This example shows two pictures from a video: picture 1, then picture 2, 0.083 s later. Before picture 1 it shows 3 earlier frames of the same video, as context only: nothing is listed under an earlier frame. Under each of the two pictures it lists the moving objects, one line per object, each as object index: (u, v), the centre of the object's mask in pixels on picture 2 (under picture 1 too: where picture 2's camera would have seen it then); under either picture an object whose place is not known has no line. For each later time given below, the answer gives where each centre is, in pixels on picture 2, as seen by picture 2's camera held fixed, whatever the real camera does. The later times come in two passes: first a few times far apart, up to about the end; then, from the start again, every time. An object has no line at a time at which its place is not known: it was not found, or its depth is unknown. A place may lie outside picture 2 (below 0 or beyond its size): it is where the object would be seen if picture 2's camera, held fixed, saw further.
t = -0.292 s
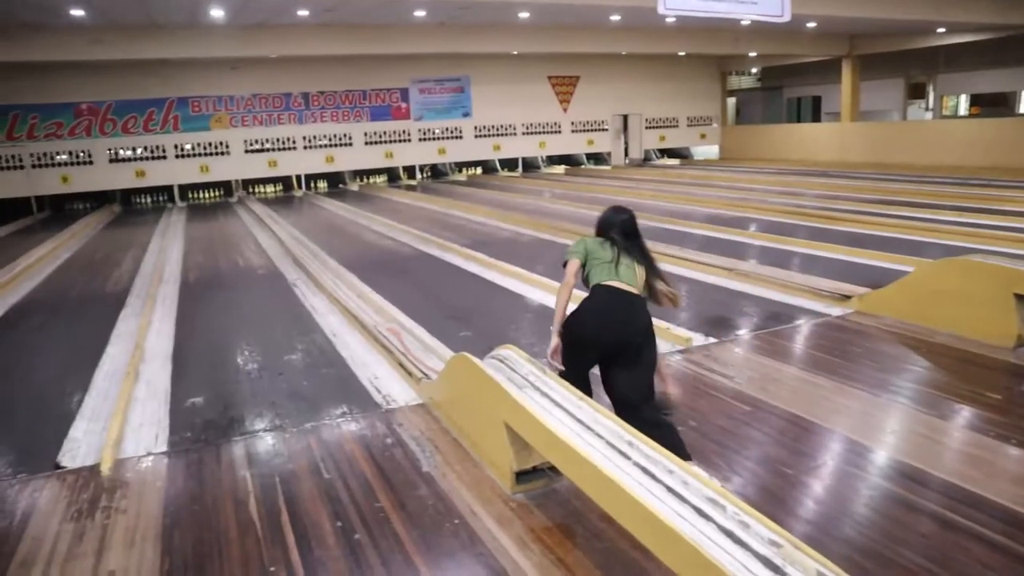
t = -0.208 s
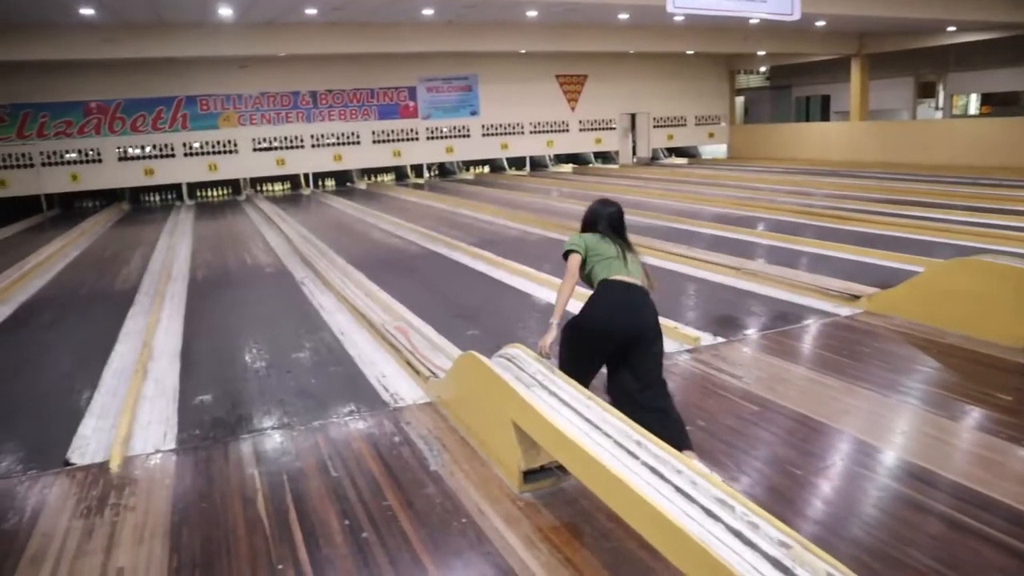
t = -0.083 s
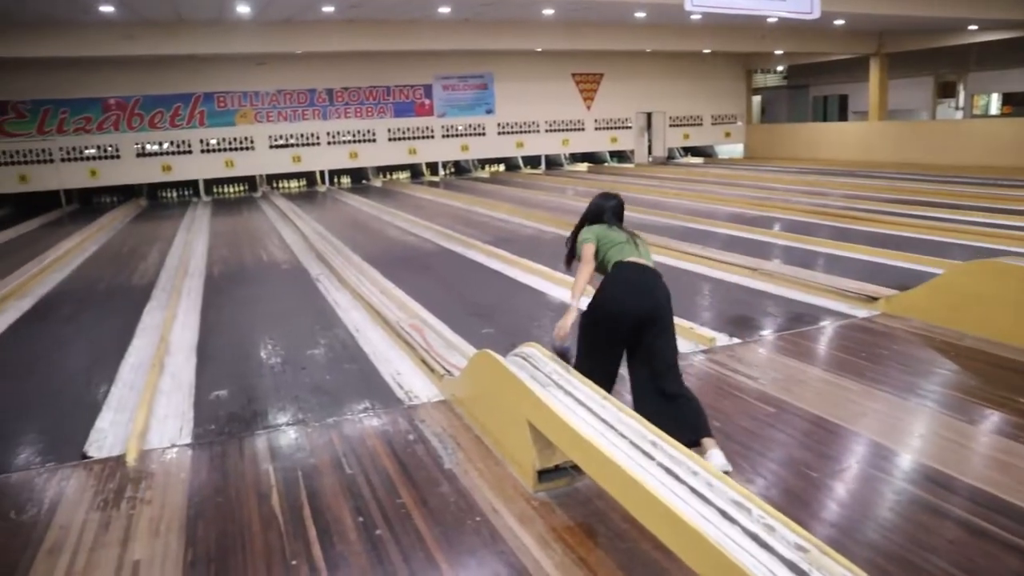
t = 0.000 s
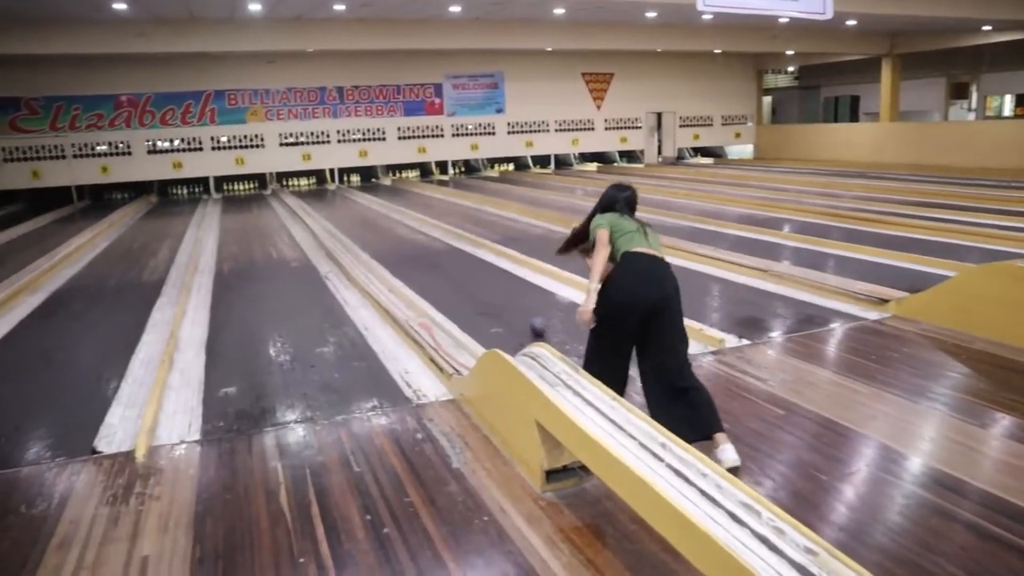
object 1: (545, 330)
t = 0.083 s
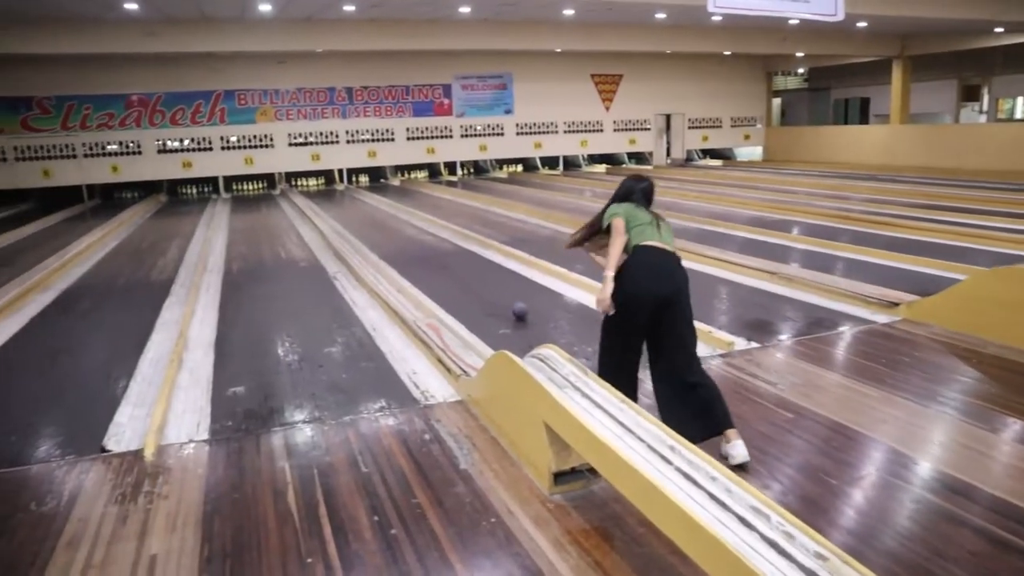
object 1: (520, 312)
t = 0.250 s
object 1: (480, 288)
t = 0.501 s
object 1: (441, 262)
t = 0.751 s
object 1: (414, 245)
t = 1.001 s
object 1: (396, 233)
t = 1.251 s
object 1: (381, 223)
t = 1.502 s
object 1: (370, 216)
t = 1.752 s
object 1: (360, 210)
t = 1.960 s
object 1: (352, 206)
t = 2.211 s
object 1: (346, 199)
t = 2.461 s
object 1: (342, 195)
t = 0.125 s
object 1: (508, 306)
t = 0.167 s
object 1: (498, 299)
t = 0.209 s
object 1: (489, 293)
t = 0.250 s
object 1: (480, 288)
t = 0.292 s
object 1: (472, 282)
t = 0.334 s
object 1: (465, 277)
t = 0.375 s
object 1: (458, 273)
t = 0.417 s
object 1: (452, 269)
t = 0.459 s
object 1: (446, 265)
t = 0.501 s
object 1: (441, 262)
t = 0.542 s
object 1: (435, 259)
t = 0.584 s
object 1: (430, 256)
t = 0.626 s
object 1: (426, 254)
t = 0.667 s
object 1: (422, 251)
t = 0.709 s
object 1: (418, 248)
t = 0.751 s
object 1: (414, 245)
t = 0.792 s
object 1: (411, 243)
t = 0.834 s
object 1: (407, 240)
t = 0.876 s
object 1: (404, 238)
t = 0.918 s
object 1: (401, 237)
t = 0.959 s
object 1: (398, 234)
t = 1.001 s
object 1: (396, 233)
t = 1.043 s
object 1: (393, 231)
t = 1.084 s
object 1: (391, 230)
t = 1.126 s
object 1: (388, 228)
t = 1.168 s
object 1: (386, 226)
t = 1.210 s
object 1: (383, 225)
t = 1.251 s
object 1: (381, 223)
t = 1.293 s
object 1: (379, 222)
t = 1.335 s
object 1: (377, 221)
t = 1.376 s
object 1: (375, 220)
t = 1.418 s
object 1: (374, 218)
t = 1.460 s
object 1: (372, 217)
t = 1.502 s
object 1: (370, 216)
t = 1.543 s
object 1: (368, 215)
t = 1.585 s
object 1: (366, 213)
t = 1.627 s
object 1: (365, 213)
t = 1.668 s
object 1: (363, 211)
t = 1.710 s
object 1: (361, 210)
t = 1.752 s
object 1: (360, 210)
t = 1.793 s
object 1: (358, 209)
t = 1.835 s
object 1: (357, 208)
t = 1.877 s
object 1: (355, 207)
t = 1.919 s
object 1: (354, 206)
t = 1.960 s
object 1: (352, 206)
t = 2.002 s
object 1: (352, 204)
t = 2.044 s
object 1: (350, 203)
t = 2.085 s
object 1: (349, 202)
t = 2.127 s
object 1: (348, 201)
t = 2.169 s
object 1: (348, 200)
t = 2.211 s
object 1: (346, 199)
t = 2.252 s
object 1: (345, 198)
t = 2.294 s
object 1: (345, 197)
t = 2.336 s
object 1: (343, 197)
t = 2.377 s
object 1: (343, 196)
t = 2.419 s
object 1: (342, 196)
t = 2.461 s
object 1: (342, 195)
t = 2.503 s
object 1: (341, 195)
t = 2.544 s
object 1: (340, 194)
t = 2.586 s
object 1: (340, 192)
